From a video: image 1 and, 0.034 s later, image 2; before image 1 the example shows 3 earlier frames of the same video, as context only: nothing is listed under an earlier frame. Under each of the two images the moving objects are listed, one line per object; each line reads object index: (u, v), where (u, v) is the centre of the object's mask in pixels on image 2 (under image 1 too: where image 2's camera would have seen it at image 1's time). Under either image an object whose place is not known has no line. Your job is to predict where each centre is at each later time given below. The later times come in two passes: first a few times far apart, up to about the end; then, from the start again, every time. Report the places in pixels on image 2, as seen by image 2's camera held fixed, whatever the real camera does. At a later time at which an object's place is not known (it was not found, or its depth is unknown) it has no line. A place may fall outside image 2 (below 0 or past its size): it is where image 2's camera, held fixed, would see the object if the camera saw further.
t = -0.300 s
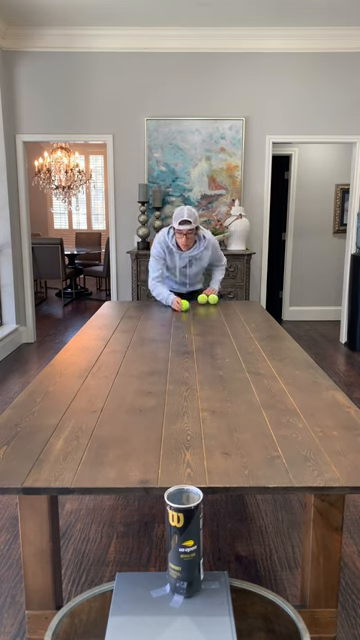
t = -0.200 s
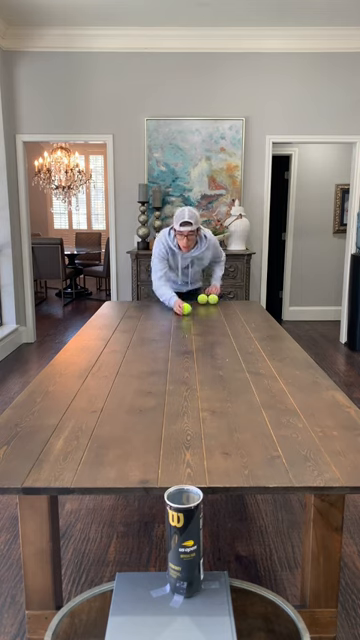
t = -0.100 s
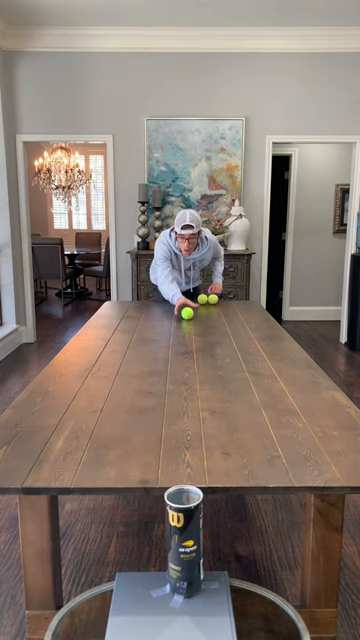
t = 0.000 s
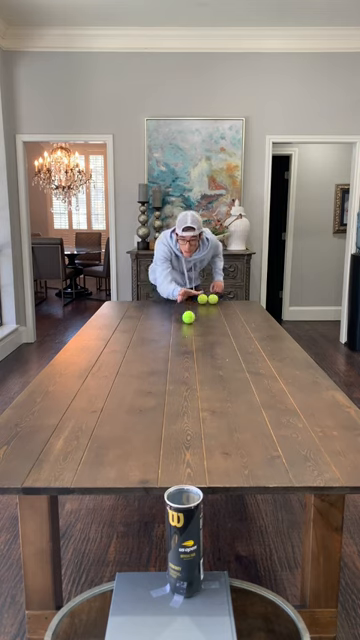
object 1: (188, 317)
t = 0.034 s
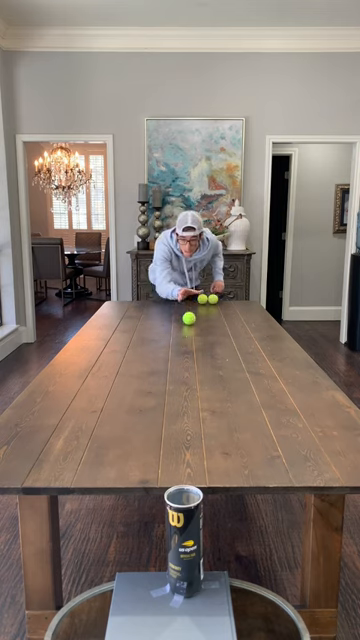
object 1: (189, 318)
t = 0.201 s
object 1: (191, 324)
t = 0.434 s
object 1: (193, 334)
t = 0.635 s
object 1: (193, 343)
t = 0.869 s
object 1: (193, 355)
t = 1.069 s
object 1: (191, 367)
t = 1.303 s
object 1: (188, 381)
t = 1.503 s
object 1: (184, 396)
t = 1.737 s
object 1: (179, 415)
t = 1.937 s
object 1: (174, 434)
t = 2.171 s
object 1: (166, 458)
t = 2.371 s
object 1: (155, 483)
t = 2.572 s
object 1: (126, 600)
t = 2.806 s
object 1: (70, 608)
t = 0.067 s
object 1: (189, 319)
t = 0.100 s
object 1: (189, 321)
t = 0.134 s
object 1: (190, 322)
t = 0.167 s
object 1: (190, 323)
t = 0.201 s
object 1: (191, 324)
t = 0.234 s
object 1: (191, 326)
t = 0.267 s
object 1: (191, 327)
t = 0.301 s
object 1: (192, 329)
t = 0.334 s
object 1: (192, 330)
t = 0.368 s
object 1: (193, 331)
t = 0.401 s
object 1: (193, 333)
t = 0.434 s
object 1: (193, 334)
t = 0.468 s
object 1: (193, 335)
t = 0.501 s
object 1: (194, 337)
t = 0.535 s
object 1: (194, 338)
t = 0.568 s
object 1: (194, 340)
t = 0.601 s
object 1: (194, 341)
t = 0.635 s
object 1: (193, 343)
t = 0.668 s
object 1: (193, 345)
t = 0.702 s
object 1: (193, 346)
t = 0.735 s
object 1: (193, 348)
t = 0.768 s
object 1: (193, 350)
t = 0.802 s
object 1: (193, 351)
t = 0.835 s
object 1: (193, 353)
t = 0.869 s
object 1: (193, 355)
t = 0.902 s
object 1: (192, 357)
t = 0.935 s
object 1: (192, 359)
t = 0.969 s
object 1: (192, 361)
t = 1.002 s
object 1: (192, 362)
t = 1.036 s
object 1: (191, 364)
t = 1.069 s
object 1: (191, 367)
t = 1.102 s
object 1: (191, 369)
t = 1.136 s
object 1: (190, 370)
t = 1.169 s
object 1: (190, 373)
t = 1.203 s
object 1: (189, 375)
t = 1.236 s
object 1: (189, 377)
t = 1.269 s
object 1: (188, 379)
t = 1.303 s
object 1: (188, 381)
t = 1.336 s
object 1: (187, 384)
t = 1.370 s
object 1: (187, 386)
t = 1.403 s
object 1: (186, 388)
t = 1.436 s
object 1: (186, 391)
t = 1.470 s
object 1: (185, 393)
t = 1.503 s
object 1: (184, 396)
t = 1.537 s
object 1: (184, 399)
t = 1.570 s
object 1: (183, 401)
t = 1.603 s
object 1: (182, 404)
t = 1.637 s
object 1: (182, 406)
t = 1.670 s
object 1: (181, 409)
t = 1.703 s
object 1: (180, 412)
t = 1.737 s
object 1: (179, 415)
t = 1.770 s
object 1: (178, 418)
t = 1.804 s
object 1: (177, 421)
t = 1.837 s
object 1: (177, 424)
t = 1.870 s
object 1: (176, 427)
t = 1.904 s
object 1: (175, 431)
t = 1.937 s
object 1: (174, 434)
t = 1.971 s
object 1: (173, 437)
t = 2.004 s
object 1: (172, 440)
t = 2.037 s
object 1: (171, 444)
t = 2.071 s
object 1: (170, 447)
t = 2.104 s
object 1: (168, 451)
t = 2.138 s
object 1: (167, 454)
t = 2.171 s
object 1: (166, 458)
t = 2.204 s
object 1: (165, 462)
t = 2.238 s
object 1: (163, 466)
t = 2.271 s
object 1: (162, 469)
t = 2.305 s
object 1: (161, 474)
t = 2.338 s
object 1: (158, 477)
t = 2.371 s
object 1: (155, 483)
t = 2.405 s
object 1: (150, 491)
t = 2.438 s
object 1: (145, 505)
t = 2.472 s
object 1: (141, 523)
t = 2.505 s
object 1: (136, 547)
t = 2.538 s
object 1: (131, 577)
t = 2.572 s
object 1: (126, 600)
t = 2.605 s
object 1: (118, 586)
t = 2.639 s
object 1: (110, 577)
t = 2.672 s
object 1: (102, 572)
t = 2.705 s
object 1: (94, 572)
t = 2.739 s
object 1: (86, 579)
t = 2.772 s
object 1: (78, 590)
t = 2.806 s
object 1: (70, 608)
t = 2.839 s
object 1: (63, 623)
